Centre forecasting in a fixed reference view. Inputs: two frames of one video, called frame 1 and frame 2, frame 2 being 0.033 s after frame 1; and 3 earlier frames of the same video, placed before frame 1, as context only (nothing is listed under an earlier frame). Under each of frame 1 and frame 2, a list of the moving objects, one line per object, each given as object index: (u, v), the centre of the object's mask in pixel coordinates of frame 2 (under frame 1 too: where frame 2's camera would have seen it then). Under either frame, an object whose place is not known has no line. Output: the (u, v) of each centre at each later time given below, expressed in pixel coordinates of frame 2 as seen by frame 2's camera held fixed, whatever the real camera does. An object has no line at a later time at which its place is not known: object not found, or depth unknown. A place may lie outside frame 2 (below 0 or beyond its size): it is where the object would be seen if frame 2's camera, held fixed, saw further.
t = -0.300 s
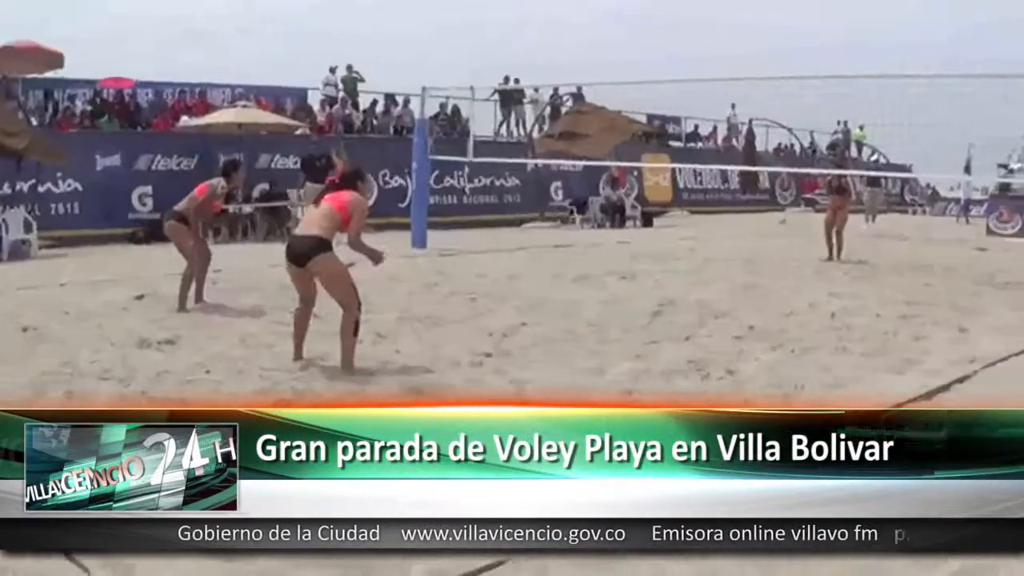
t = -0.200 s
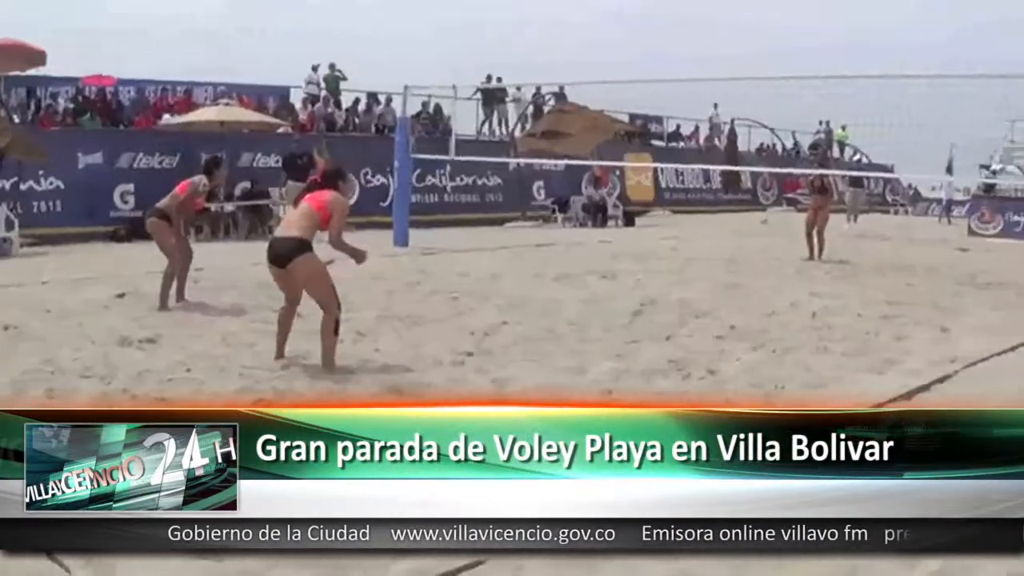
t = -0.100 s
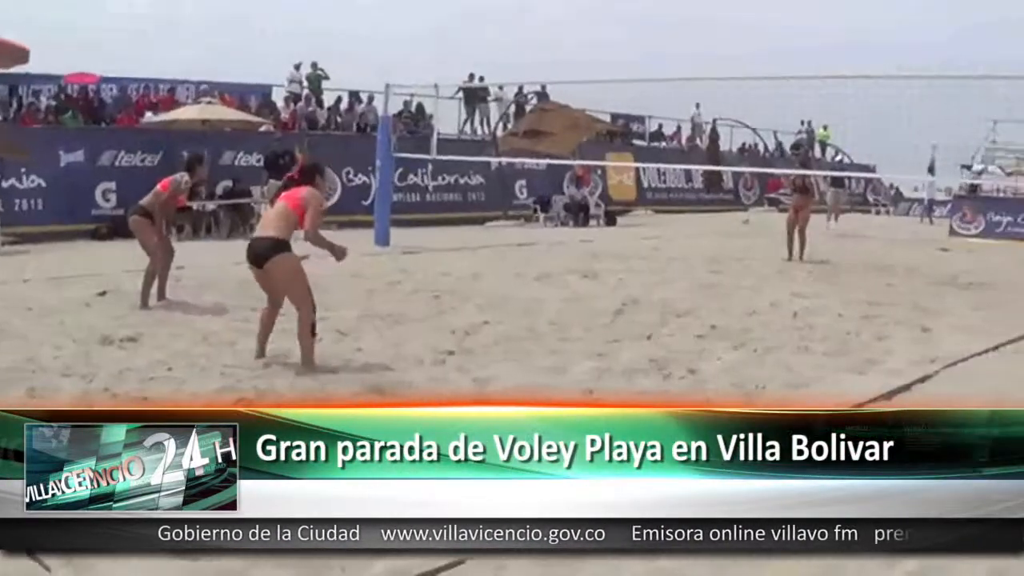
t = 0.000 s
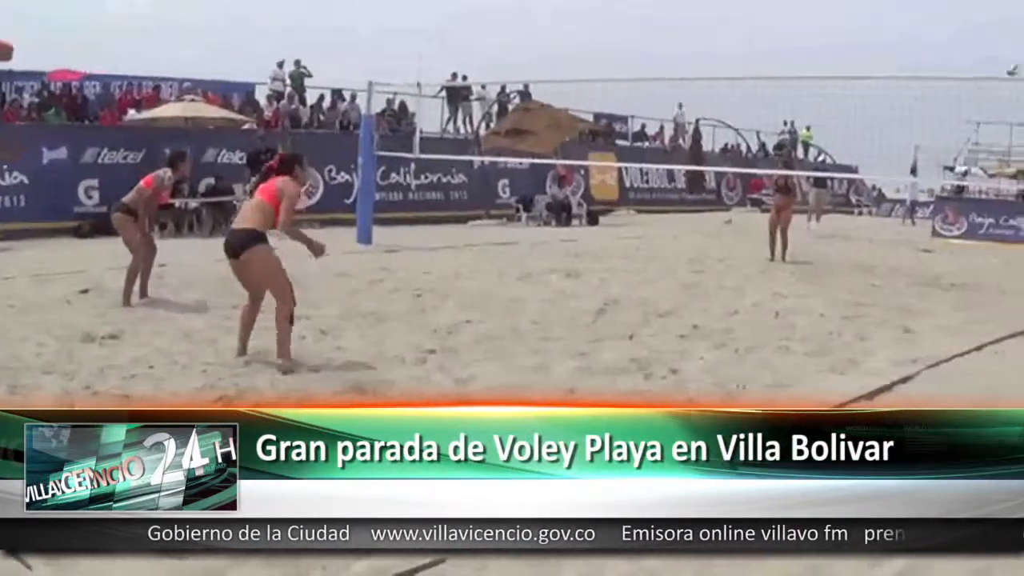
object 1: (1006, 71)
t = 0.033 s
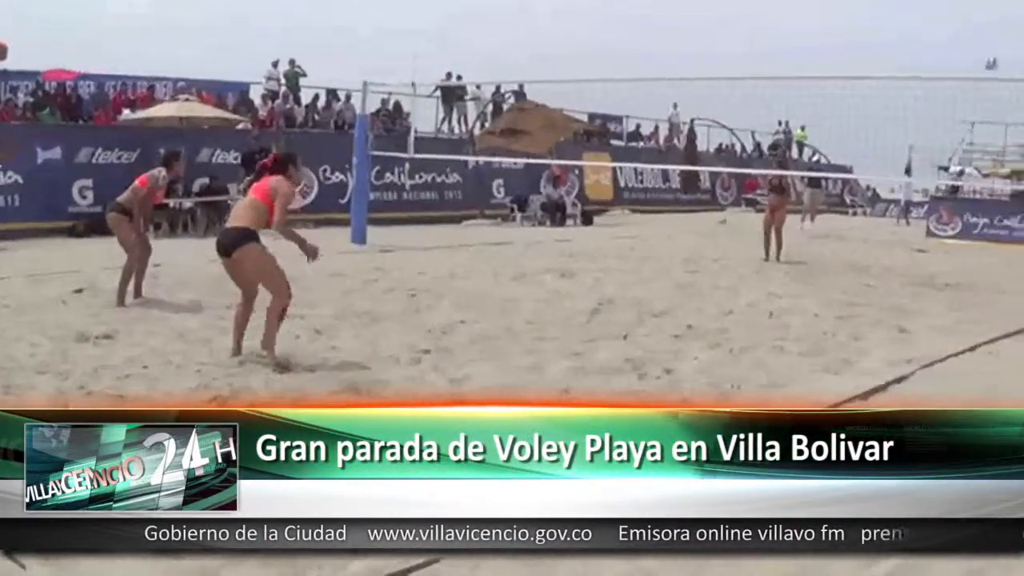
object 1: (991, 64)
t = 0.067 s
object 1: (976, 58)
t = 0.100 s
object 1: (960, 51)
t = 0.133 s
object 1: (943, 45)
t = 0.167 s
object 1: (928, 41)
